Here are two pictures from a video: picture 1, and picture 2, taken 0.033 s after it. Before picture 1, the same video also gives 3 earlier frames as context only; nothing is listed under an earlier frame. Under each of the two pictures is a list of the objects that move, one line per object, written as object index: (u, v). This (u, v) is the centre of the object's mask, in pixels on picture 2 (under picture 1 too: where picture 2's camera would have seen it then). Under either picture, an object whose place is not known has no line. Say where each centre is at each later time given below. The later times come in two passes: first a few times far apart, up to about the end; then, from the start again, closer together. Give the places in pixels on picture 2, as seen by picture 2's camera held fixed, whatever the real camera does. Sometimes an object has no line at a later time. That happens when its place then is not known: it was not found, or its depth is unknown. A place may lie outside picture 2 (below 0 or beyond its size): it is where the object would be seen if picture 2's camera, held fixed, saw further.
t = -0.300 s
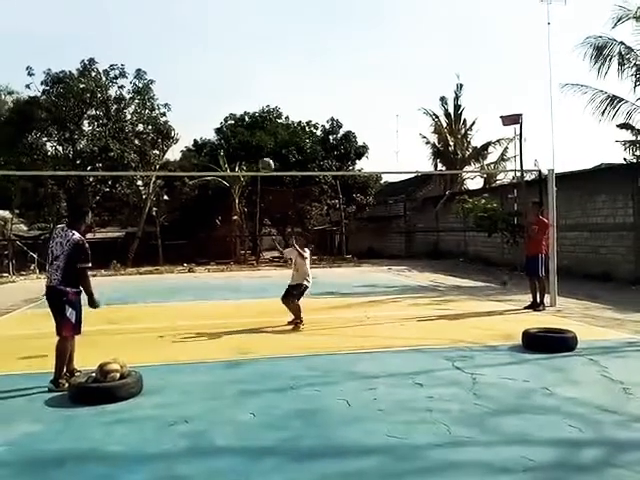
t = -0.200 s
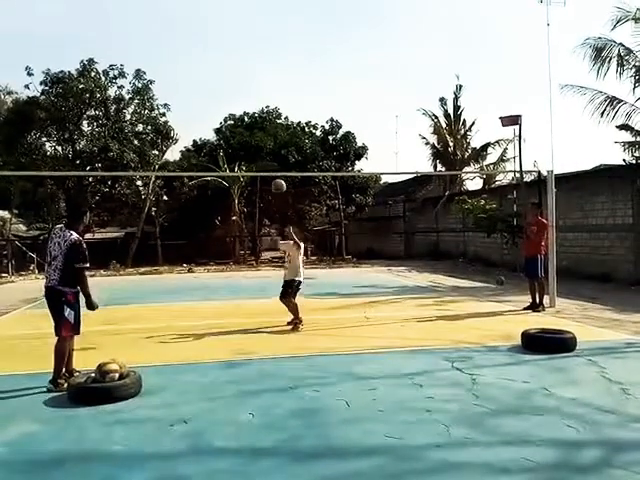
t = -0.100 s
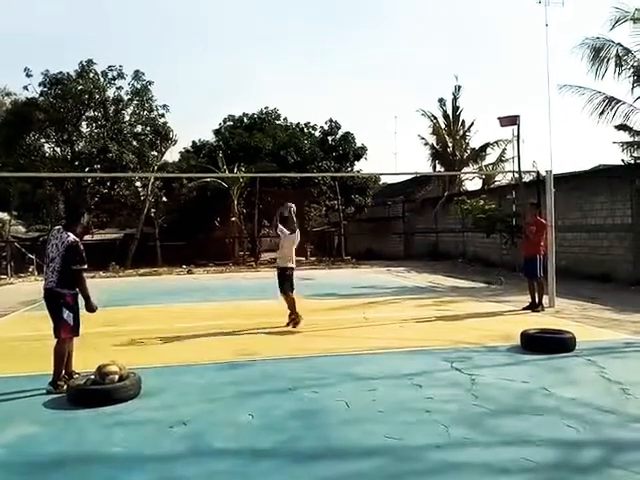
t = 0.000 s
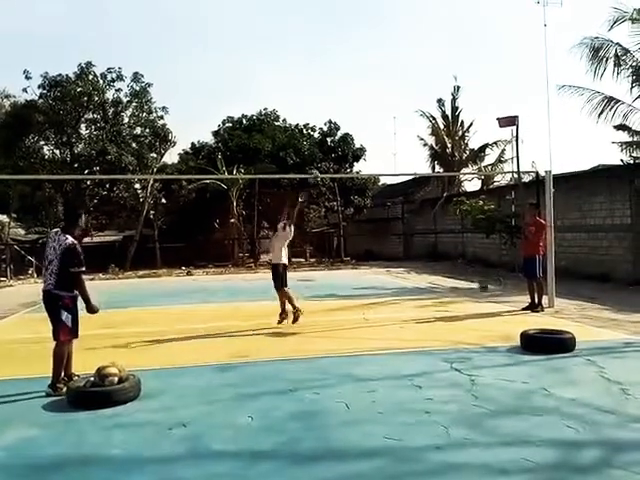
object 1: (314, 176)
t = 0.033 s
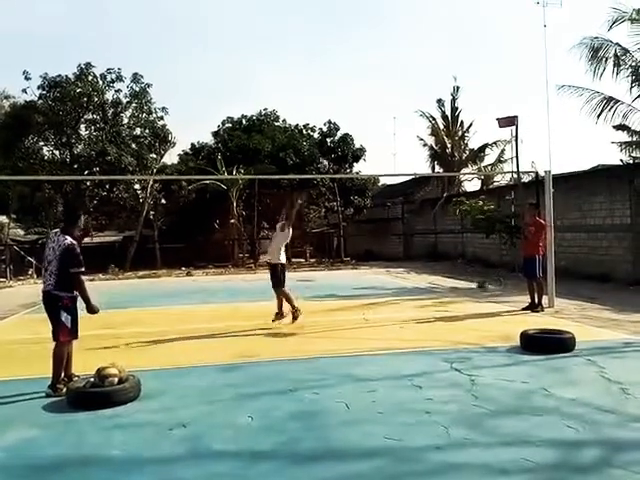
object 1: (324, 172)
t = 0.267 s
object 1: (377, 111)
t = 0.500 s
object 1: (427, 94)
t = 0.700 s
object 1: (466, 105)
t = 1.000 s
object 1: (518, 160)
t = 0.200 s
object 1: (361, 122)
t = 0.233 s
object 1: (369, 116)
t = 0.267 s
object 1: (377, 111)
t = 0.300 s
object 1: (384, 106)
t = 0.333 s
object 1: (391, 102)
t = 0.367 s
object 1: (399, 99)
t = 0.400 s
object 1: (406, 96)
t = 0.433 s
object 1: (413, 95)
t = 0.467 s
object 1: (420, 94)
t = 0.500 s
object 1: (427, 94)
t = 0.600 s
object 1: (447, 97)
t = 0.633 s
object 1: (454, 97)
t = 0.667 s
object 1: (458, 102)
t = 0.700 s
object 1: (466, 105)
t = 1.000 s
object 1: (518, 160)
